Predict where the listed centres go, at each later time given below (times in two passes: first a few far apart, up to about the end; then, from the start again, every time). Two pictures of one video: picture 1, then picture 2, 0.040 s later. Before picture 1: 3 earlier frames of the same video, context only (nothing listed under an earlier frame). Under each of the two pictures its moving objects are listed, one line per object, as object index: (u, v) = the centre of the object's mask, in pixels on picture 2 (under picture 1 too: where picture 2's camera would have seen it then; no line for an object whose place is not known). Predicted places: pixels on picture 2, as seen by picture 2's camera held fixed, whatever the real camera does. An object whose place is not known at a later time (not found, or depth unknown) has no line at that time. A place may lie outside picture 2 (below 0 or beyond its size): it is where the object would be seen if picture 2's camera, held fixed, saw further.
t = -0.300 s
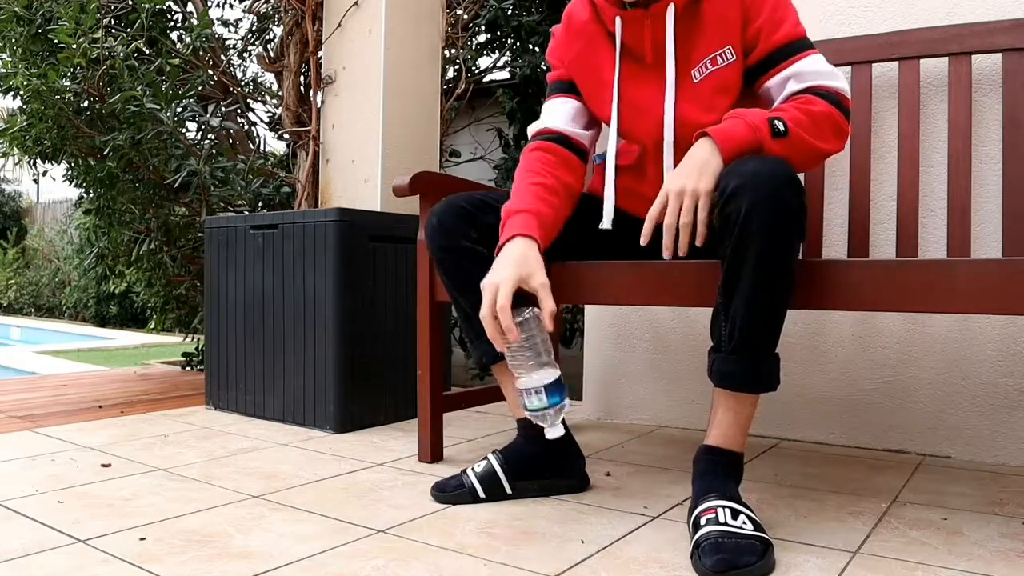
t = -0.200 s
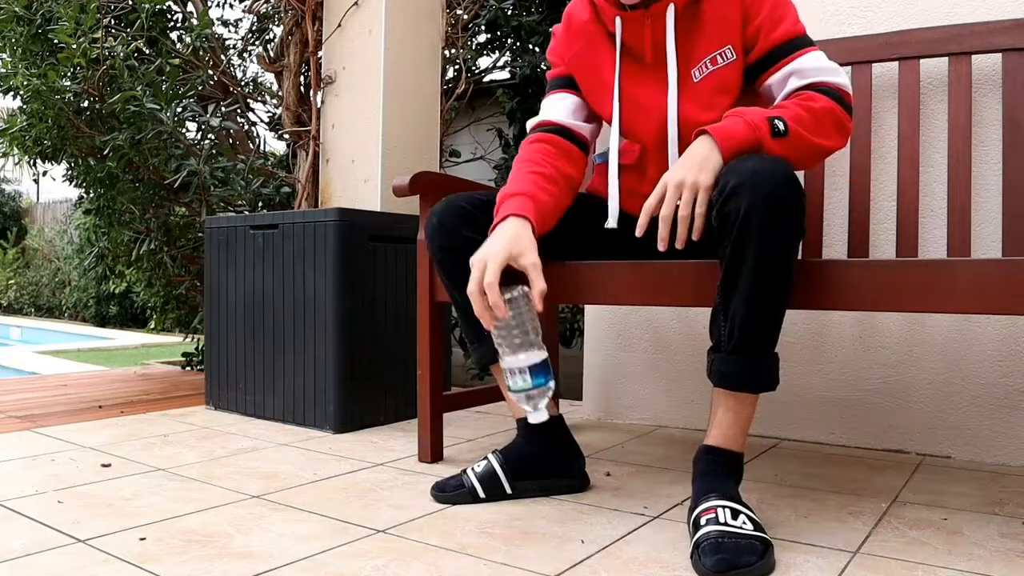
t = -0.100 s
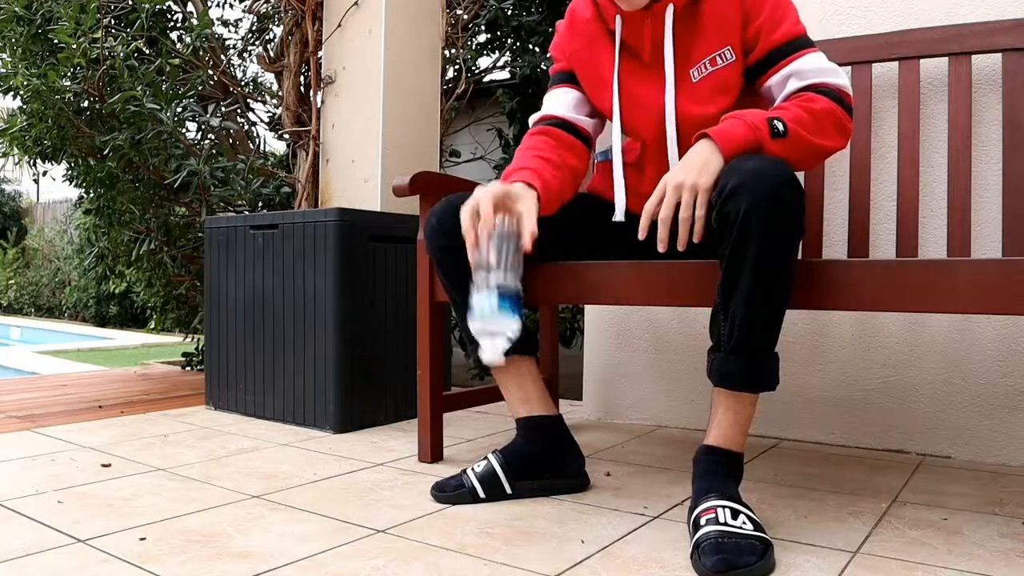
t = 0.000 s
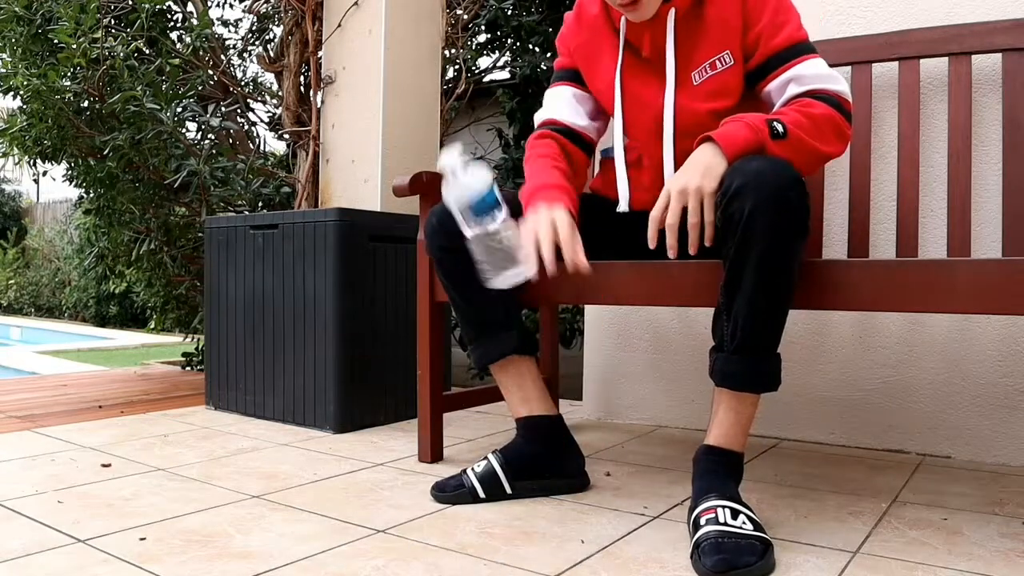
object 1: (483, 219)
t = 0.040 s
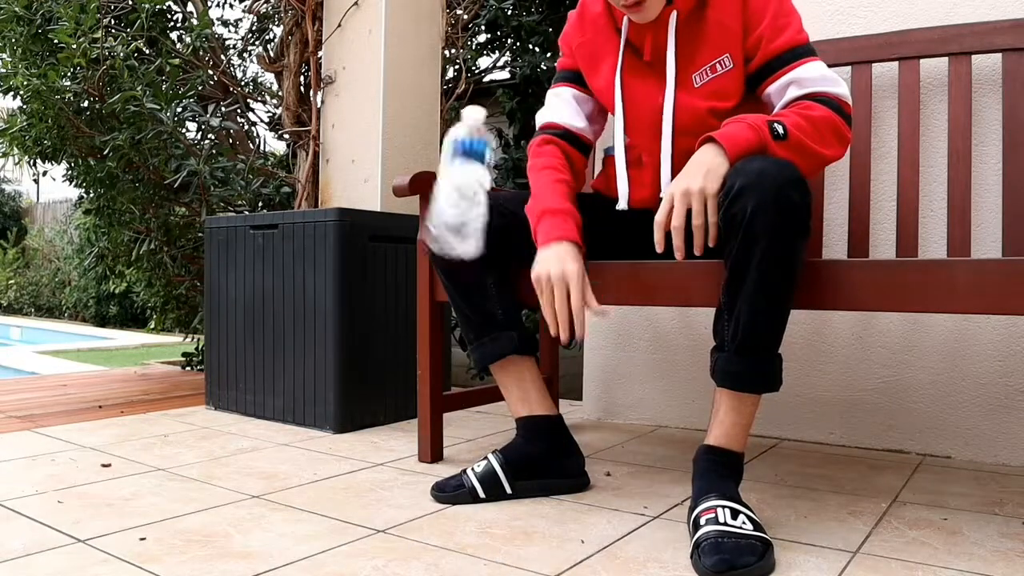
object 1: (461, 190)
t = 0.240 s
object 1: (431, 197)
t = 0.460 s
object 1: (413, 513)
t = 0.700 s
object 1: (411, 513)
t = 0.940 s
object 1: (412, 513)
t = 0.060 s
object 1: (454, 173)
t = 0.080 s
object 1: (448, 161)
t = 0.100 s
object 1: (443, 152)
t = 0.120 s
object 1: (441, 146)
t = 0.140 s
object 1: (440, 144)
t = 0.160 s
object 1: (438, 147)
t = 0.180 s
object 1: (437, 153)
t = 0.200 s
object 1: (435, 164)
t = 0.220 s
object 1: (434, 178)
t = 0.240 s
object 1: (431, 197)
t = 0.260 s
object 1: (429, 219)
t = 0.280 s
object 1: (427, 247)
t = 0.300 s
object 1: (424, 278)
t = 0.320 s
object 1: (423, 313)
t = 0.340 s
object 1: (421, 352)
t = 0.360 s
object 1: (418, 394)
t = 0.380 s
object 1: (416, 439)
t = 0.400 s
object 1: (415, 491)
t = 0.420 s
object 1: (414, 512)
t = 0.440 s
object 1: (414, 512)
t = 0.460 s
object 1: (413, 513)
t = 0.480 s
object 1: (414, 514)
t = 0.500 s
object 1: (414, 513)
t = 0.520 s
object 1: (414, 513)
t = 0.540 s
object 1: (415, 513)
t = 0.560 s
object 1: (414, 513)
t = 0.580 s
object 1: (414, 513)
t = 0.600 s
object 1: (414, 513)
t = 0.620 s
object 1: (413, 513)
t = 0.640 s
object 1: (412, 514)
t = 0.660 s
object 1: (412, 513)
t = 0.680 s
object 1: (411, 513)
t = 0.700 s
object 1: (411, 513)
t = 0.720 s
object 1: (412, 513)
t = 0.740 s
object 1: (412, 513)
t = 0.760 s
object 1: (412, 513)
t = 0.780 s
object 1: (412, 513)
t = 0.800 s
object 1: (412, 513)
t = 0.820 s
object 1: (412, 513)
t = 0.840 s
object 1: (412, 513)
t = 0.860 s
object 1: (412, 513)
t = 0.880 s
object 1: (412, 513)
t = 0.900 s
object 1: (412, 513)
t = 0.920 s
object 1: (412, 513)
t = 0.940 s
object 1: (412, 513)
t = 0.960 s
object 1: (412, 513)
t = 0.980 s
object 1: (412, 513)
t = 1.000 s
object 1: (412, 513)
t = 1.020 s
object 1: (412, 513)
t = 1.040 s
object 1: (412, 513)
